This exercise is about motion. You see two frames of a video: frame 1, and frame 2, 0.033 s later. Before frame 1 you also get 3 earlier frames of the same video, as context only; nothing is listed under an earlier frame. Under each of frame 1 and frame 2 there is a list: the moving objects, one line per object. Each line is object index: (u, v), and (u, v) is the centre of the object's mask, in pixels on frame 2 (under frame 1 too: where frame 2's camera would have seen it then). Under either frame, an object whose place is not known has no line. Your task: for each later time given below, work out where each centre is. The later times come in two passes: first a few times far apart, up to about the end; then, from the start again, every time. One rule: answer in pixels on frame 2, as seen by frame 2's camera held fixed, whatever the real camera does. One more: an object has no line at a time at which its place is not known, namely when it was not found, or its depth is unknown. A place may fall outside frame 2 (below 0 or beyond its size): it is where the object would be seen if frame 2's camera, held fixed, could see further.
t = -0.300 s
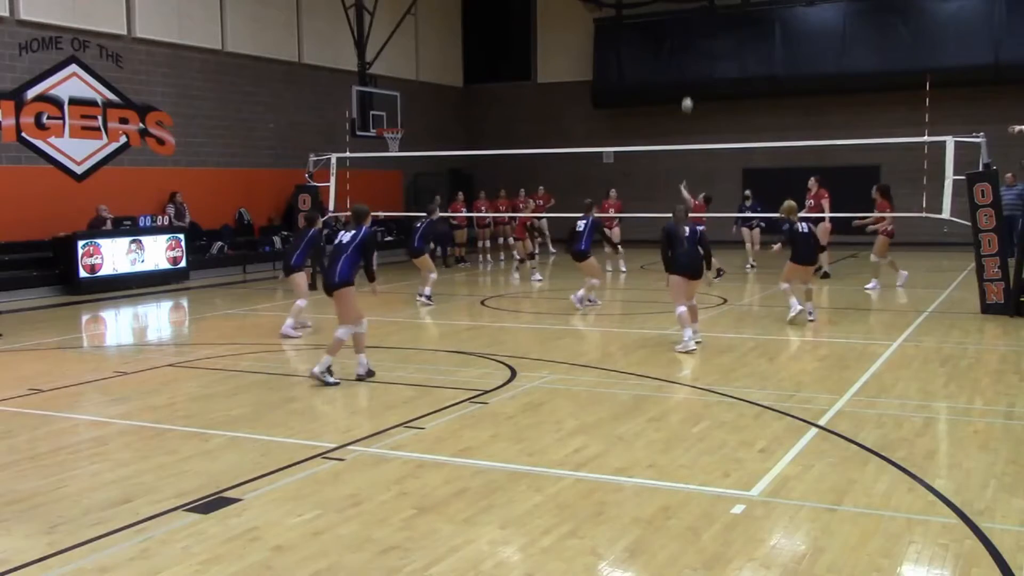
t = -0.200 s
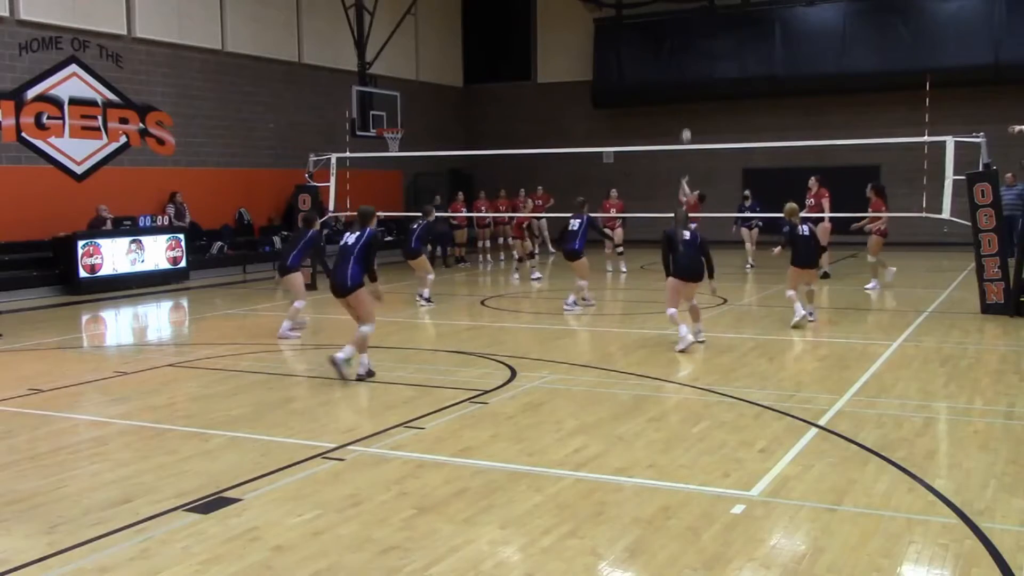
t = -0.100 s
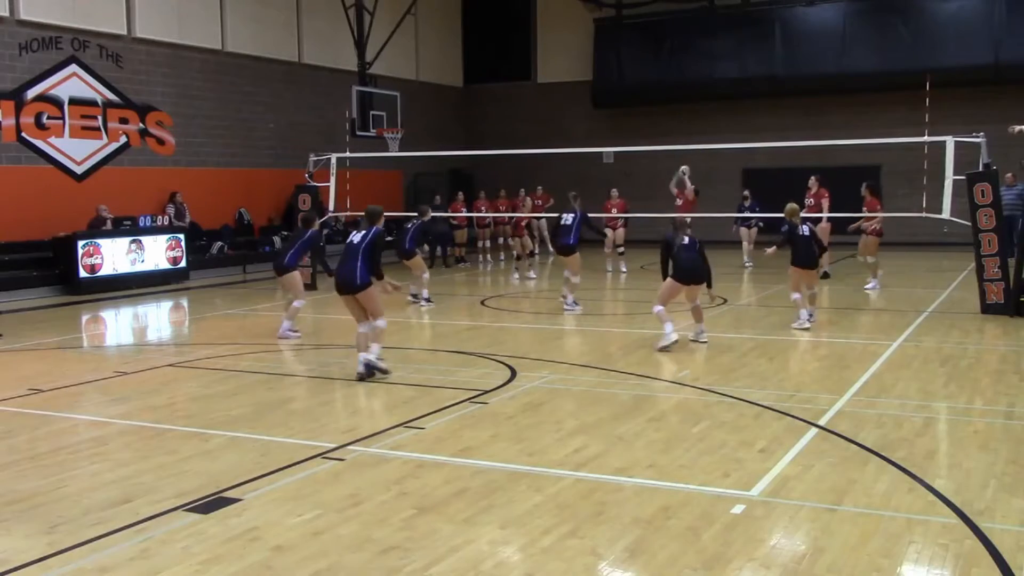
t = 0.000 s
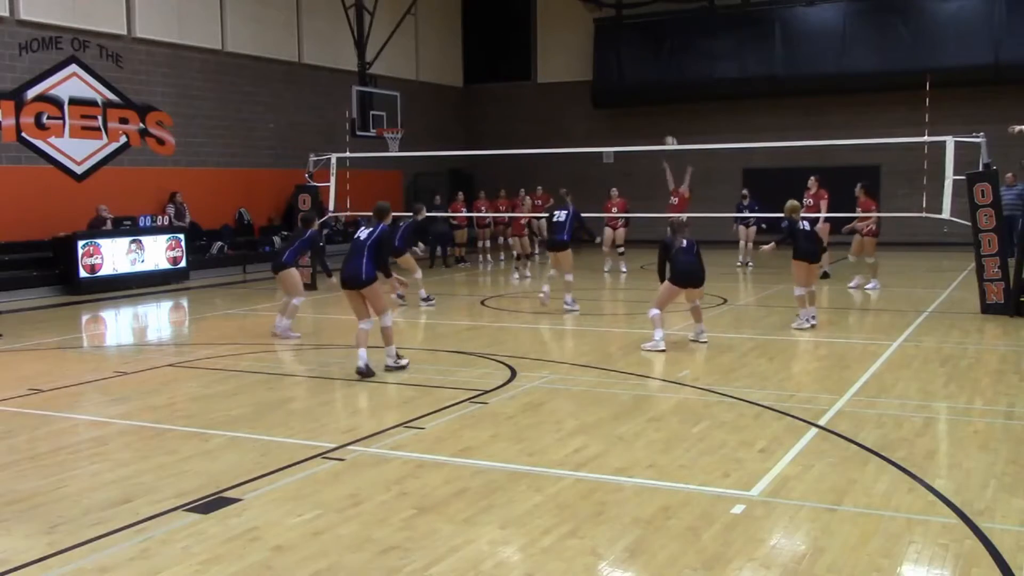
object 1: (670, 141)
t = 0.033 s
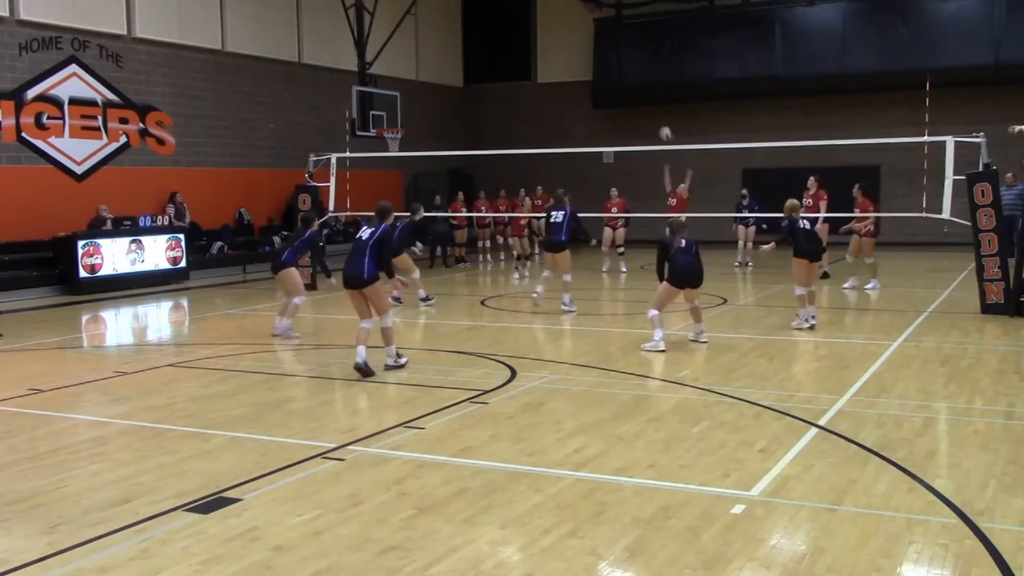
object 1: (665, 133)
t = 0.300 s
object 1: (622, 75)
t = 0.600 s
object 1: (570, 52)
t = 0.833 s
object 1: (526, 75)
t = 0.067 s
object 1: (660, 124)
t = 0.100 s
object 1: (655, 115)
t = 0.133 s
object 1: (650, 108)
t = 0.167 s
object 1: (644, 100)
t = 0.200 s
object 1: (639, 93)
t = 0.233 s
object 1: (633, 86)
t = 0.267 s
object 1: (628, 80)
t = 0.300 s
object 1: (622, 75)
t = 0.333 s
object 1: (616, 70)
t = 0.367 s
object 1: (611, 66)
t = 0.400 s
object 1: (605, 62)
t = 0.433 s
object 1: (600, 59)
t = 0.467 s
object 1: (594, 56)
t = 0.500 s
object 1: (588, 54)
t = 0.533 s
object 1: (582, 52)
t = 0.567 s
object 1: (576, 52)
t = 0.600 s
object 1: (570, 52)
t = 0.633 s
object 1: (564, 52)
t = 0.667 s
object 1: (557, 54)
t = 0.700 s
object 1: (552, 57)
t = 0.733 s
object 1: (545, 60)
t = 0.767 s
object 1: (539, 64)
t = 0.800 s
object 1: (532, 70)
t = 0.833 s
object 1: (526, 75)
